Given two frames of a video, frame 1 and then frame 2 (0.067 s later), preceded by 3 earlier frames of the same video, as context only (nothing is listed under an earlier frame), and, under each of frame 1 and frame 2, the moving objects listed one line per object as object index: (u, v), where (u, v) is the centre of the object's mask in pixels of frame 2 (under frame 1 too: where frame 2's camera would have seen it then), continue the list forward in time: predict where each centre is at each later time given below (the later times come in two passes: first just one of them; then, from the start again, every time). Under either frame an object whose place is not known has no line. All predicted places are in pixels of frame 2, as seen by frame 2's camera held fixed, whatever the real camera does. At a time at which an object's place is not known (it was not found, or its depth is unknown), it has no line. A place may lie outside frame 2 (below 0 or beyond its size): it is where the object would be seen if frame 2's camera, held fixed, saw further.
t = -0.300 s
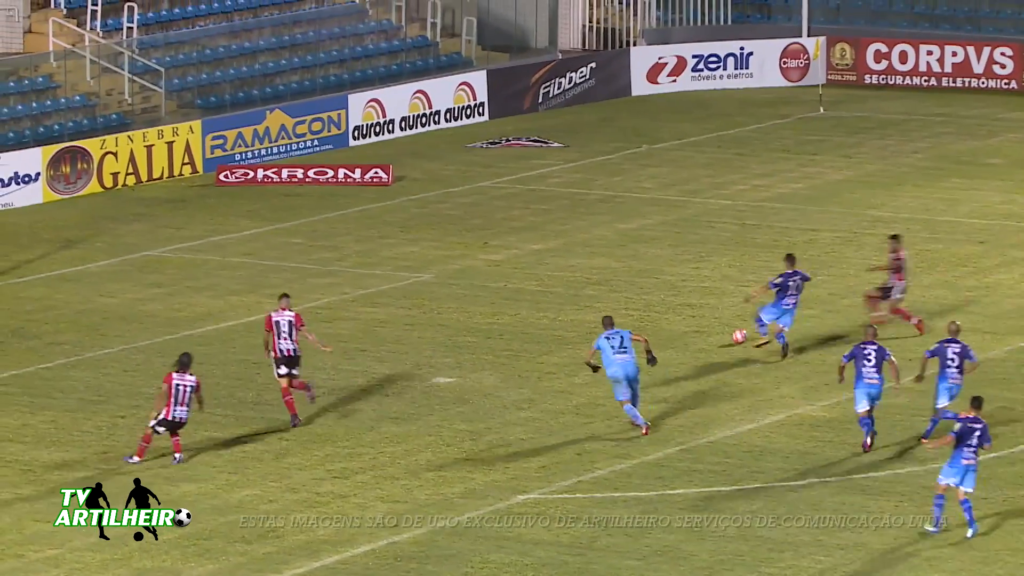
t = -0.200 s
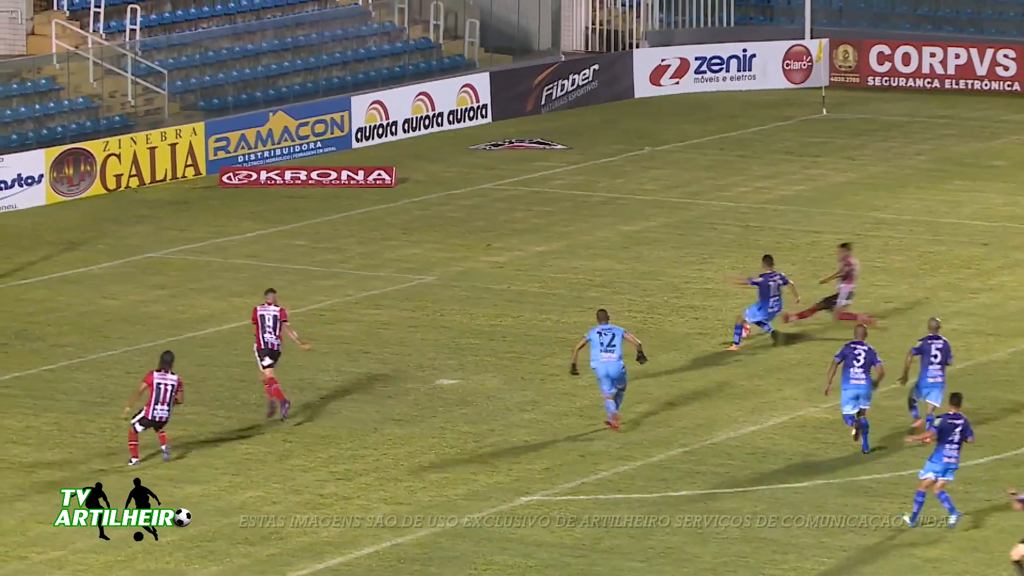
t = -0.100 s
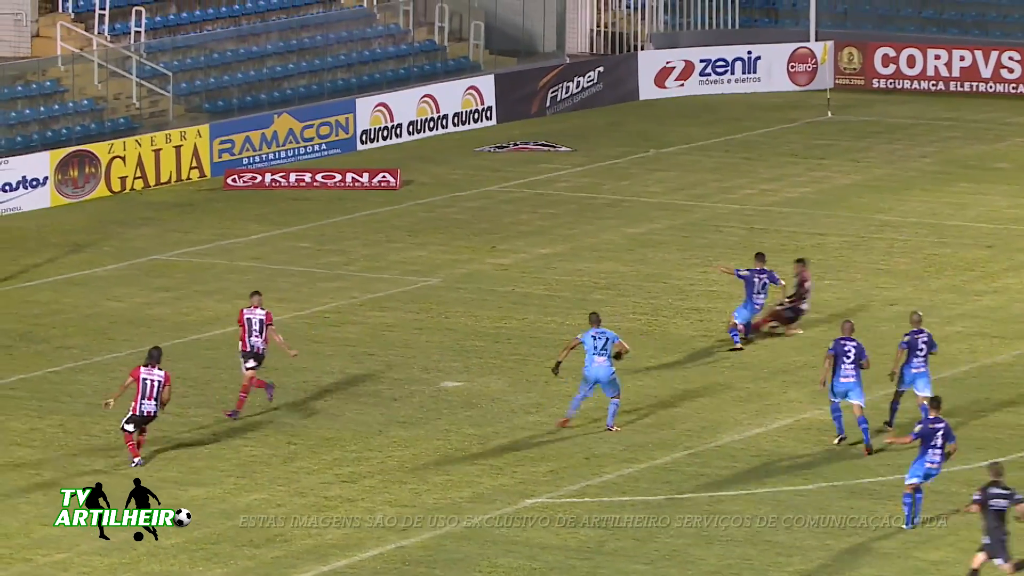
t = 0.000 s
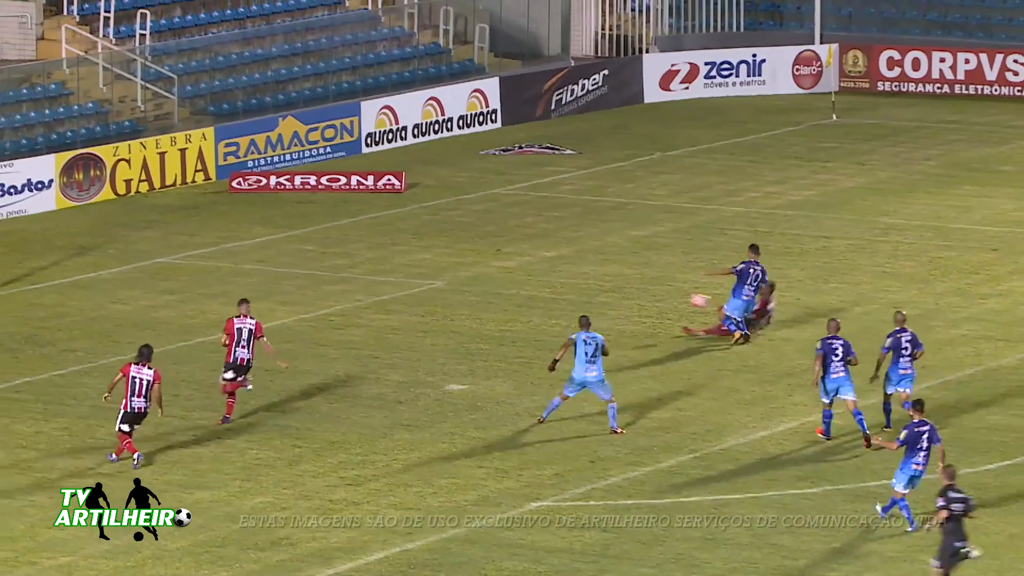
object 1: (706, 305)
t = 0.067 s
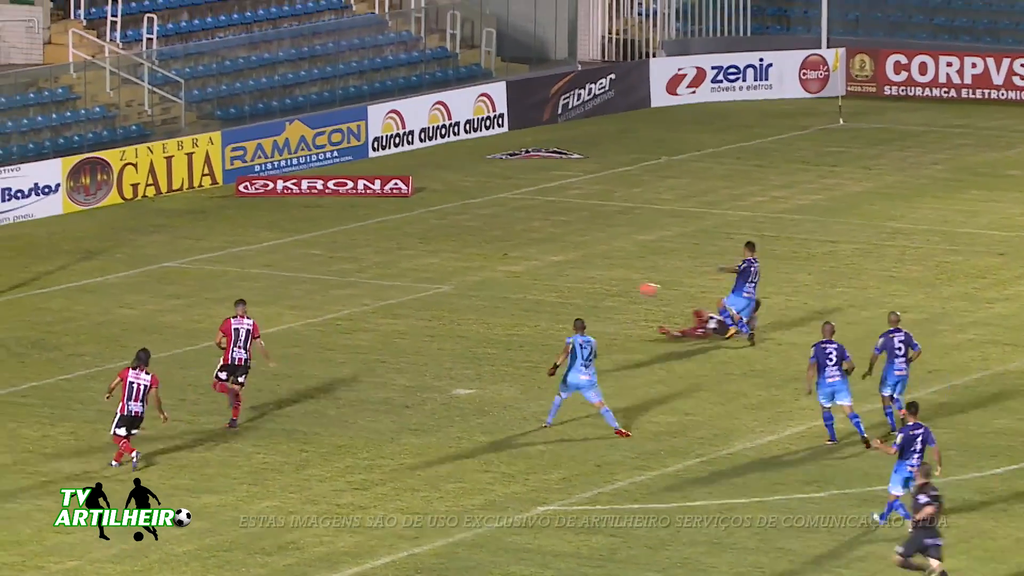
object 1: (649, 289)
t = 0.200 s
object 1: (537, 268)
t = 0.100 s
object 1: (621, 283)
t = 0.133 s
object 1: (593, 277)
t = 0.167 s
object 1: (564, 273)
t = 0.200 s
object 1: (537, 268)
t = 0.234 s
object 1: (509, 264)
